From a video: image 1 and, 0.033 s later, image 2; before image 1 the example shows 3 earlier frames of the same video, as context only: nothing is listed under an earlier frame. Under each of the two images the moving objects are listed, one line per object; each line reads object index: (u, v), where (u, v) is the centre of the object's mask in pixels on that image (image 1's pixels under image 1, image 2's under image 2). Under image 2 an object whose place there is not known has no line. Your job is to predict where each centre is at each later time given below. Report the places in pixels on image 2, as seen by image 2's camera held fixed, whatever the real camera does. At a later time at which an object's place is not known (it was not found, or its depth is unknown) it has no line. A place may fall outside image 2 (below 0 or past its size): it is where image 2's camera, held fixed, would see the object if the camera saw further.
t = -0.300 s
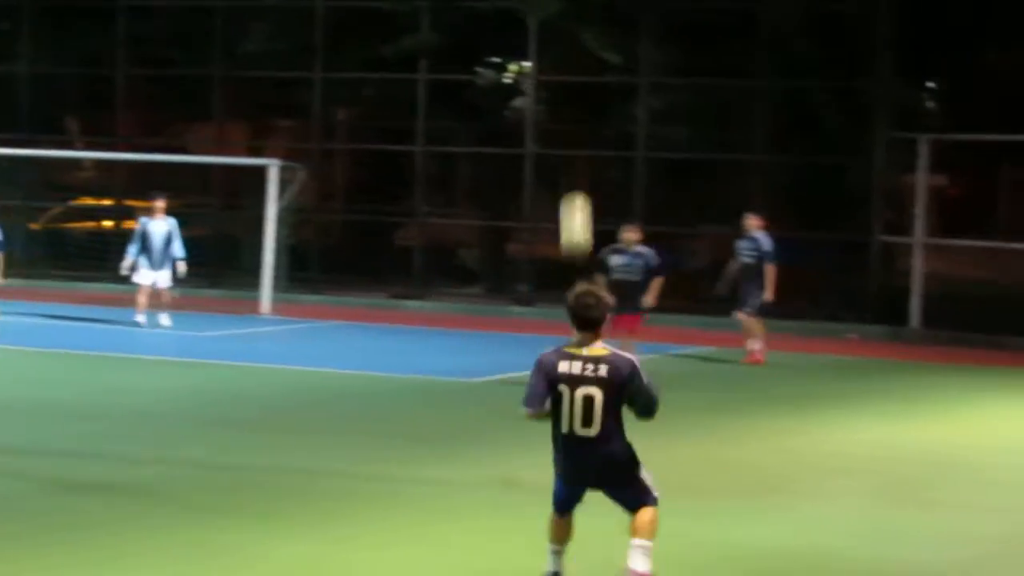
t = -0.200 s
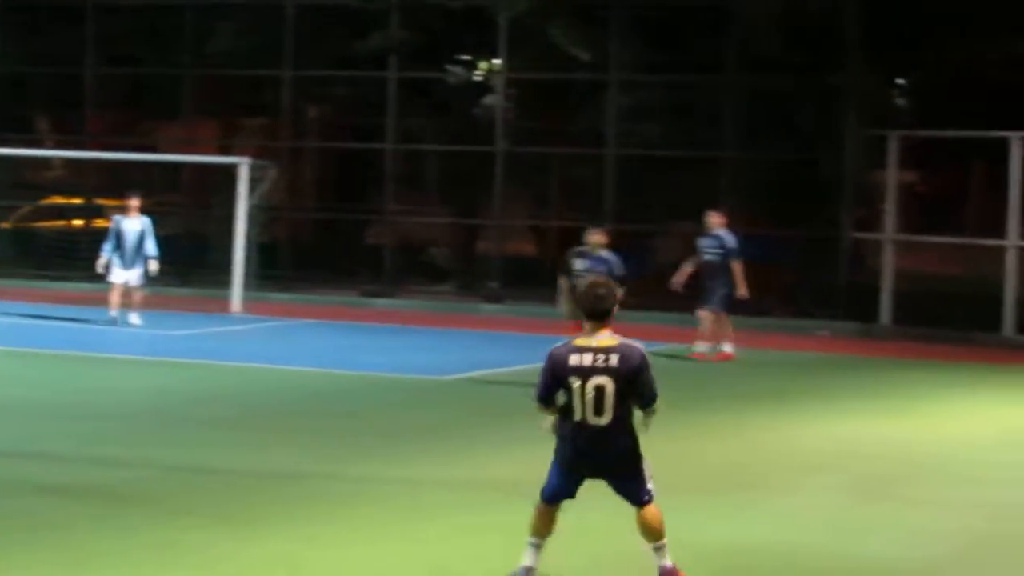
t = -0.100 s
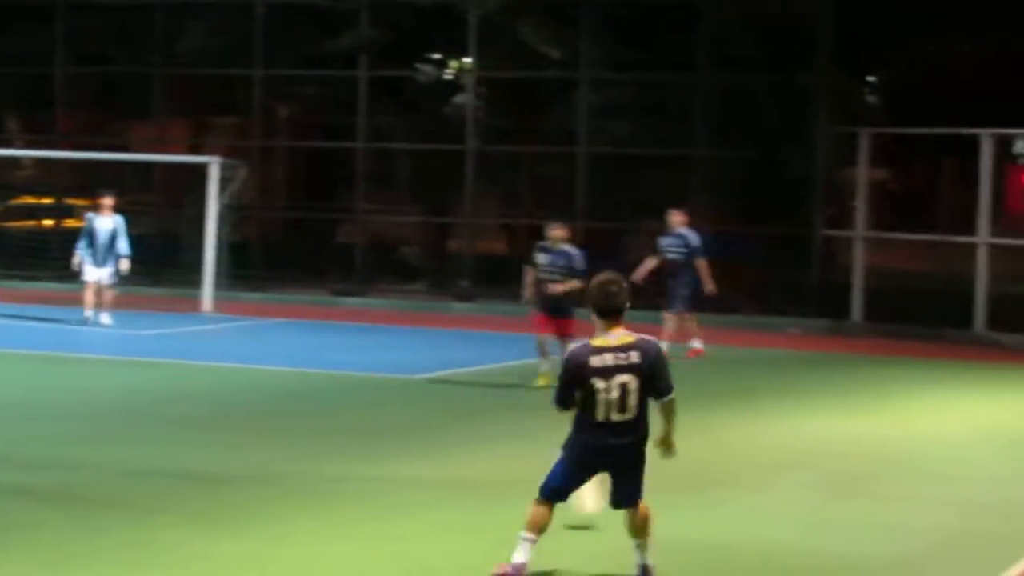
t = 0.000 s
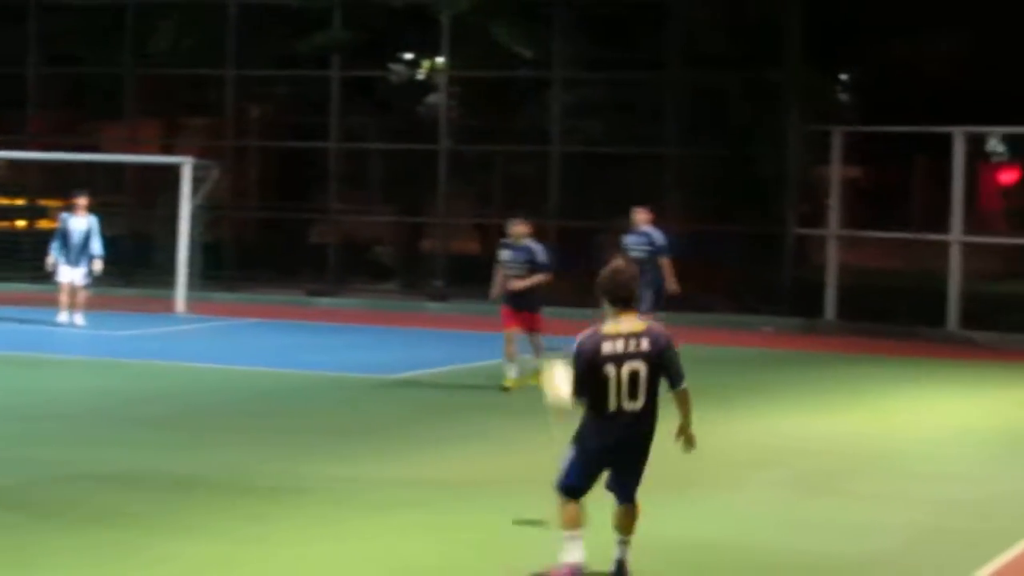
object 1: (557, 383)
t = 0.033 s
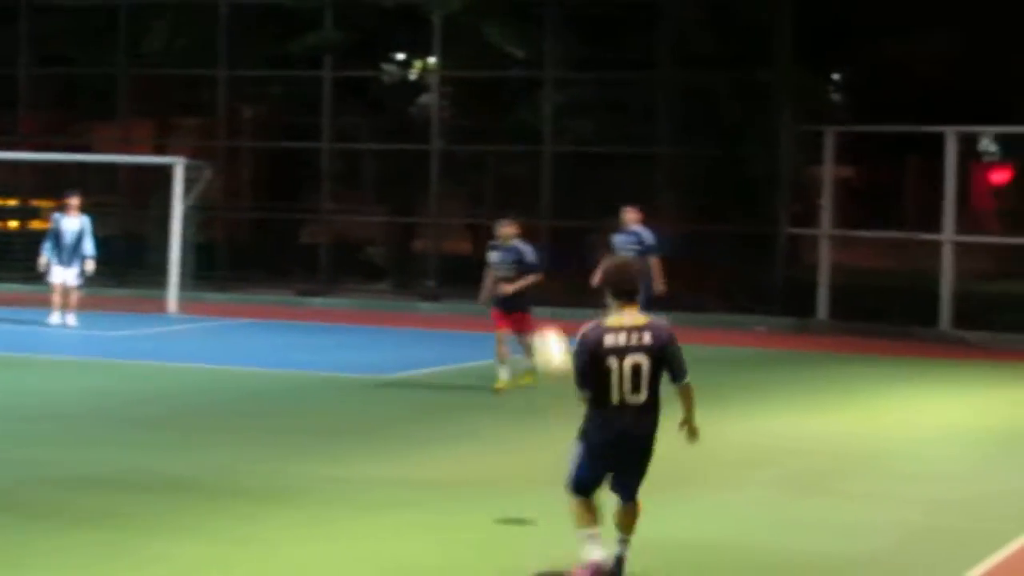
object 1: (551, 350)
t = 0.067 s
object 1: (553, 318)
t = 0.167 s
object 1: (559, 235)
